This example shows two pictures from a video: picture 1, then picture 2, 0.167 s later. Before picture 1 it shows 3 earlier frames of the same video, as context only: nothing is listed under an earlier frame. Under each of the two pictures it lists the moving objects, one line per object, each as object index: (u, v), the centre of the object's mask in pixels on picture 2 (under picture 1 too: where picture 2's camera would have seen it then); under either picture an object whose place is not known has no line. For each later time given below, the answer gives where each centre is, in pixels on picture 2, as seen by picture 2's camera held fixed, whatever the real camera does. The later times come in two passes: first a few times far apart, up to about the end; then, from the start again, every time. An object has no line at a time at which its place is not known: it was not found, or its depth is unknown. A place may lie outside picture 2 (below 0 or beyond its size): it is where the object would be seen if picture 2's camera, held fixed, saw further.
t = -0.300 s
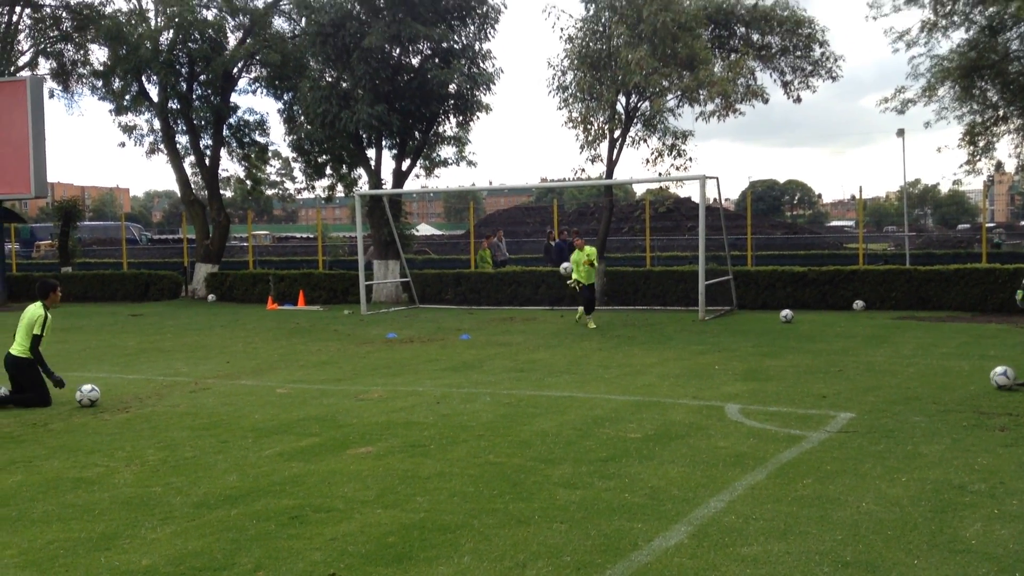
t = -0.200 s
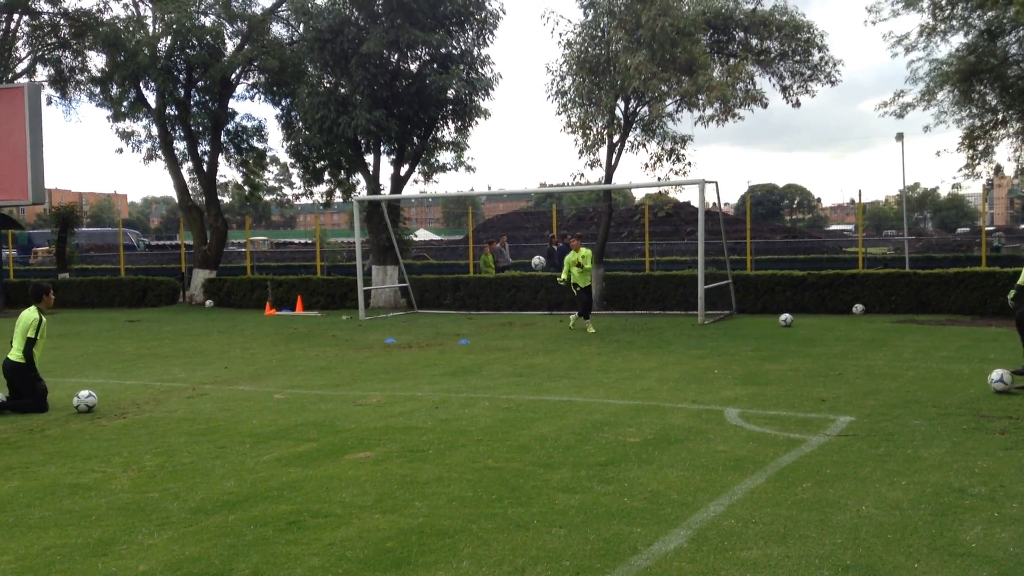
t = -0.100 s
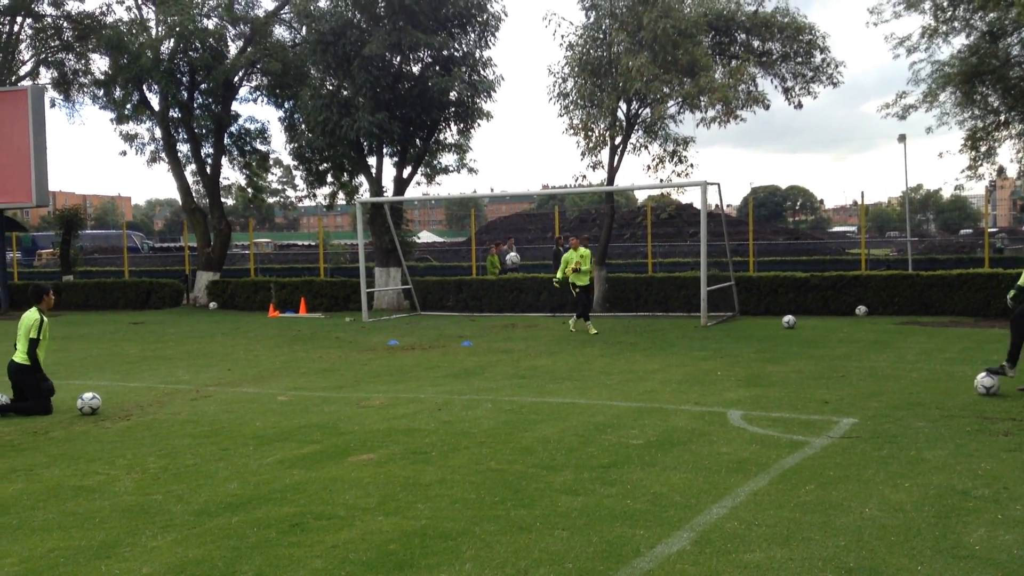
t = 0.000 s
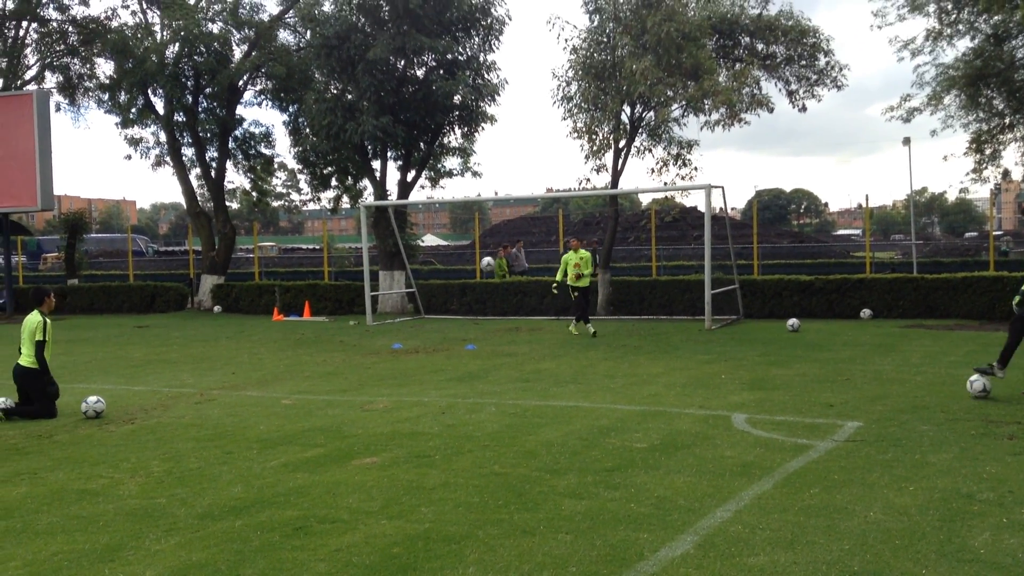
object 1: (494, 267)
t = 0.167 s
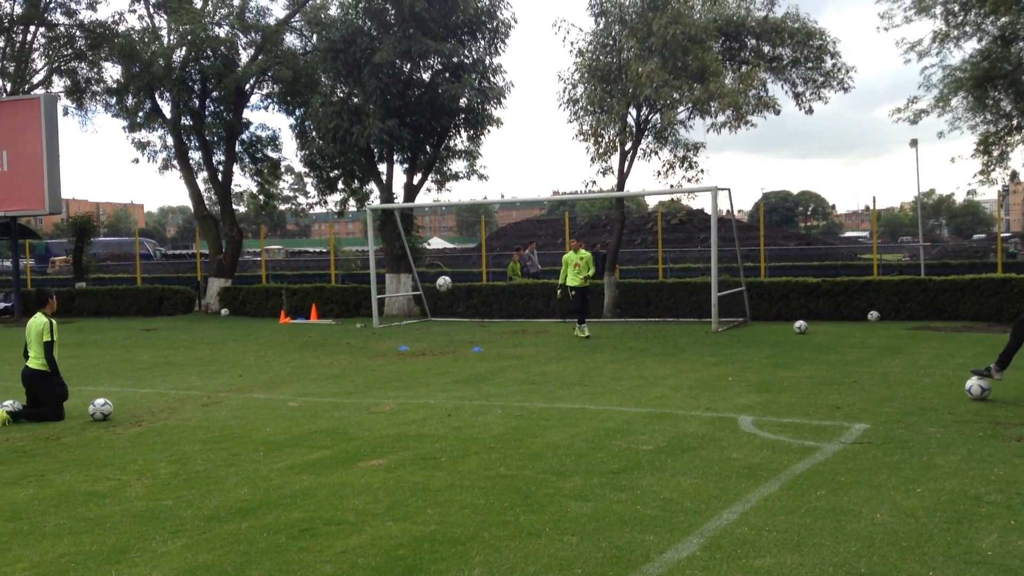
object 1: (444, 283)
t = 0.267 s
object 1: (413, 303)
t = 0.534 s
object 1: (334, 351)
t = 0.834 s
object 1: (260, 340)
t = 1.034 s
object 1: (210, 370)
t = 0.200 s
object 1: (434, 289)
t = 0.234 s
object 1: (423, 296)
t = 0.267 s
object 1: (413, 303)
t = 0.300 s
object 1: (402, 312)
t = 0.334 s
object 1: (391, 321)
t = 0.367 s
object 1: (381, 331)
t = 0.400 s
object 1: (371, 342)
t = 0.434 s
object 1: (360, 355)
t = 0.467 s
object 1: (350, 363)
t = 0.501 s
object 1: (342, 357)
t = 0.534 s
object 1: (334, 351)
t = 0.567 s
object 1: (326, 347)
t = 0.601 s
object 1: (318, 343)
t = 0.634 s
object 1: (310, 340)
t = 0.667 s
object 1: (302, 338)
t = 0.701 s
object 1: (294, 337)
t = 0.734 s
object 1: (286, 336)
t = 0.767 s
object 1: (277, 336)
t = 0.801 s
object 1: (268, 338)
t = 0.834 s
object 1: (260, 340)
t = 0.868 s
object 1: (252, 342)
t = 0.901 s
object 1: (243, 346)
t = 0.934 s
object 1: (235, 351)
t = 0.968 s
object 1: (228, 356)
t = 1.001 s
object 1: (220, 363)
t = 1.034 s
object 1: (210, 370)
